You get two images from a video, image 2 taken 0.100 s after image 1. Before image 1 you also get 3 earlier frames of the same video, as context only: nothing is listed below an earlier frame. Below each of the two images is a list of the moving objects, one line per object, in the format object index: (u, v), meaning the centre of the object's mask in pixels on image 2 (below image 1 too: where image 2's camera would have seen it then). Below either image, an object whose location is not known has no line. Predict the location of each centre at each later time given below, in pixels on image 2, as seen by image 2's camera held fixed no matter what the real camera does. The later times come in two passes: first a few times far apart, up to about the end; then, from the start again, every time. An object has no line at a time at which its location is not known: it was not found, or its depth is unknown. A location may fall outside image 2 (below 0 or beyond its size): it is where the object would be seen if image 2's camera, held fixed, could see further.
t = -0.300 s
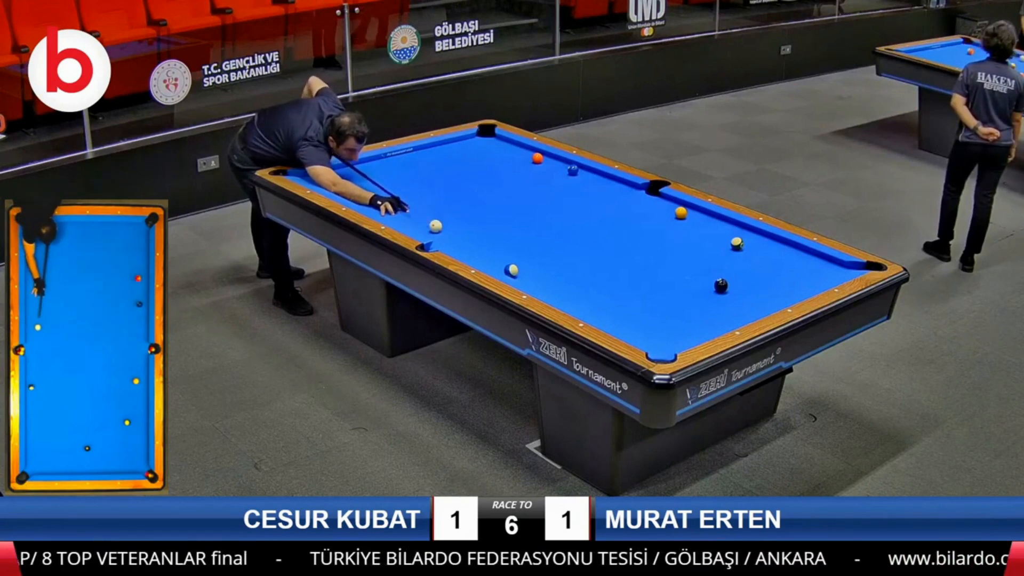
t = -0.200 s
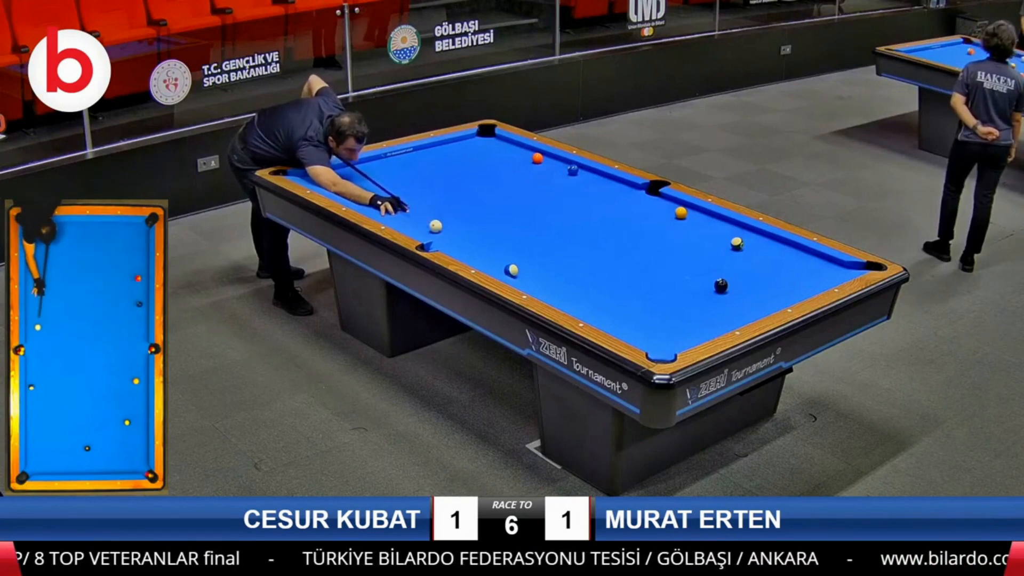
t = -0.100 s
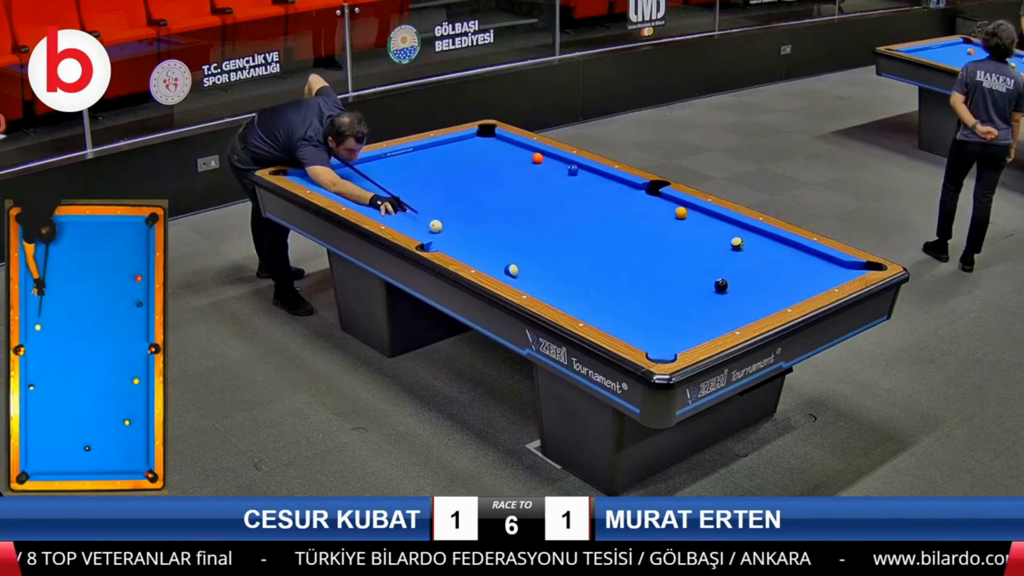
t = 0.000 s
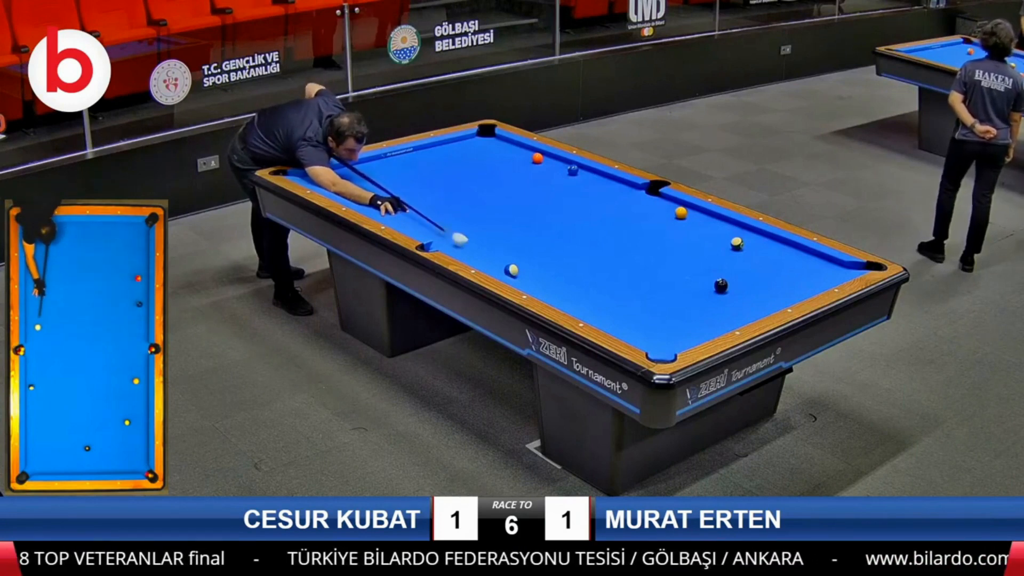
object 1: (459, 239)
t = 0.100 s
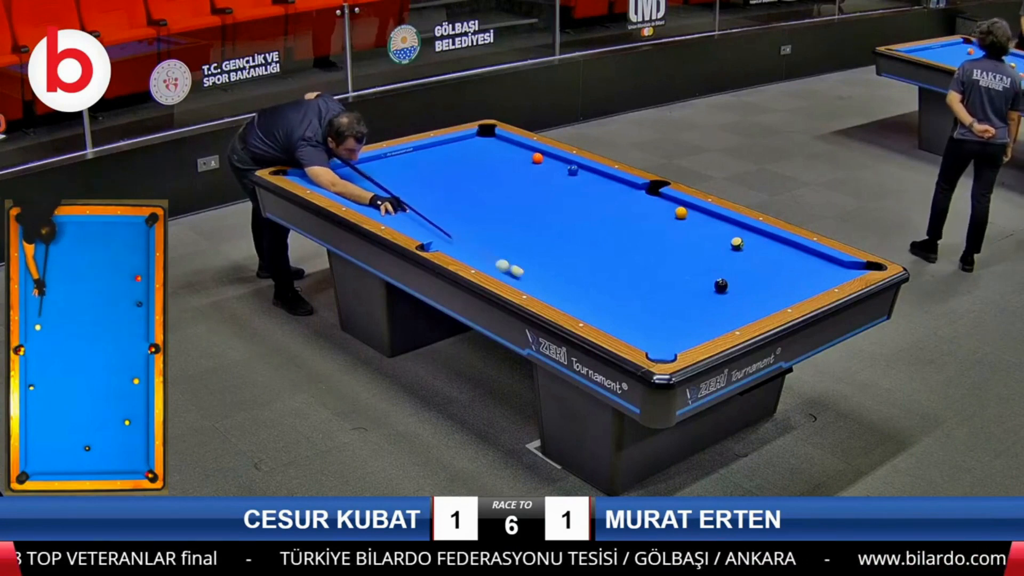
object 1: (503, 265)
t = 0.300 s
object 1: (504, 270)
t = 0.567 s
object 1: (535, 282)
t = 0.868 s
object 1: (571, 297)
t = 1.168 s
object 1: (607, 310)
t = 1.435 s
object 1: (640, 322)
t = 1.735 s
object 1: (676, 335)
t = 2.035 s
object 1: (681, 329)
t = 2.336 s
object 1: (676, 318)
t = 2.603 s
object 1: (672, 309)
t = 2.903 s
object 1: (668, 300)
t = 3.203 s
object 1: (664, 292)
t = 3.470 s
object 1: (661, 286)
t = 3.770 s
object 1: (658, 279)
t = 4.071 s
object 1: (656, 273)
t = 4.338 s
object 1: (653, 268)
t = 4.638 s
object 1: (652, 264)
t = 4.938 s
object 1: (650, 260)
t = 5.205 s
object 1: (649, 257)
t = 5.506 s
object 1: (648, 254)
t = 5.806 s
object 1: (647, 252)
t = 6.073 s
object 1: (647, 251)
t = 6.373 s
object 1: (647, 250)
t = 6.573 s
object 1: (647, 249)
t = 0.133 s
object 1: (502, 266)
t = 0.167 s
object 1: (502, 267)
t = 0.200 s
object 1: (502, 267)
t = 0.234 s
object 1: (503, 268)
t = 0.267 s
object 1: (503, 269)
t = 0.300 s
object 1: (504, 270)
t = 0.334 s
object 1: (507, 271)
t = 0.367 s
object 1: (511, 273)
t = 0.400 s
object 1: (515, 274)
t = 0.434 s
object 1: (519, 276)
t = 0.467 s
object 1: (523, 277)
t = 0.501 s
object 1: (527, 279)
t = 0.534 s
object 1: (531, 281)
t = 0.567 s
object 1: (535, 282)
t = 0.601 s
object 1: (539, 284)
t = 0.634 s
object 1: (543, 286)
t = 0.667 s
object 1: (547, 287)
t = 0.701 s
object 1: (551, 289)
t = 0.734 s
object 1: (555, 291)
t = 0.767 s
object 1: (559, 292)
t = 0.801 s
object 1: (563, 294)
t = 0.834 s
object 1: (567, 295)
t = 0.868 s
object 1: (571, 297)
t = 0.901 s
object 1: (575, 298)
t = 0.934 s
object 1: (579, 300)
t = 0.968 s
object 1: (583, 301)
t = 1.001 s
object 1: (587, 303)
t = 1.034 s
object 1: (591, 304)
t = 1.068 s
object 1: (595, 306)
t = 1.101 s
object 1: (599, 307)
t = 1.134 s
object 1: (603, 308)
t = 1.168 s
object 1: (607, 310)
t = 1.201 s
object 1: (612, 312)
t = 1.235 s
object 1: (616, 313)
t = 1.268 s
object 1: (620, 314)
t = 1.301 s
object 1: (624, 316)
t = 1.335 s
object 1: (628, 318)
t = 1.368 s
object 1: (632, 319)
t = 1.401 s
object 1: (636, 321)
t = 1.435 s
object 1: (640, 322)
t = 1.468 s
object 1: (644, 323)
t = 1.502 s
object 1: (648, 325)
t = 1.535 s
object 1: (652, 326)
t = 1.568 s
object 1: (656, 328)
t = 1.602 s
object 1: (661, 329)
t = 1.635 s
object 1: (664, 331)
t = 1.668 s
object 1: (668, 332)
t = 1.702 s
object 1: (673, 334)
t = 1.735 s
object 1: (676, 335)
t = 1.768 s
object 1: (680, 335)
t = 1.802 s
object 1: (684, 335)
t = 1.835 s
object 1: (685, 335)
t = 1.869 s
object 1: (684, 334)
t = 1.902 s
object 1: (683, 334)
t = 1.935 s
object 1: (683, 332)
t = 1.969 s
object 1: (682, 331)
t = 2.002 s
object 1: (682, 330)
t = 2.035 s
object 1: (681, 329)
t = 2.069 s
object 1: (681, 328)
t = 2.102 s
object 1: (680, 327)
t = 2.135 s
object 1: (680, 325)
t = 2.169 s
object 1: (679, 324)
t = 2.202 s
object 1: (678, 323)
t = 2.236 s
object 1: (678, 322)
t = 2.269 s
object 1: (677, 320)
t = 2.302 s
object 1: (677, 319)
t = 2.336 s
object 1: (676, 318)
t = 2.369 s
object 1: (676, 317)
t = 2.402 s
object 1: (675, 316)
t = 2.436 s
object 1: (674, 315)
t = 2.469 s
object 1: (674, 313)
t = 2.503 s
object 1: (674, 312)
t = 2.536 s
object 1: (673, 311)
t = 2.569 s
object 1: (673, 310)
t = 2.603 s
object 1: (672, 309)
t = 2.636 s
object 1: (672, 308)
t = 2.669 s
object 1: (671, 307)
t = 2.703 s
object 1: (670, 306)
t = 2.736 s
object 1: (670, 305)
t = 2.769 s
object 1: (670, 304)
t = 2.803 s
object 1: (669, 303)
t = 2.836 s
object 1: (669, 302)
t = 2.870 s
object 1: (668, 301)
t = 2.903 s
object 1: (668, 300)
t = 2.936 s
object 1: (668, 299)
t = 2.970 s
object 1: (667, 298)
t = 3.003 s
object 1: (666, 297)
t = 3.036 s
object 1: (666, 296)
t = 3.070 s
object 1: (666, 295)
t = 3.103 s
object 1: (666, 295)
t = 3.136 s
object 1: (665, 294)
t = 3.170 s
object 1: (665, 293)
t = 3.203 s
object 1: (664, 292)
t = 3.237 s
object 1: (664, 291)
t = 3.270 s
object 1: (664, 290)
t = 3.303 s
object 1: (663, 289)
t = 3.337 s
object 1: (663, 289)
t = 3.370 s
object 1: (662, 288)
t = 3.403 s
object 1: (662, 287)
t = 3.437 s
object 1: (661, 286)
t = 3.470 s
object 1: (661, 286)
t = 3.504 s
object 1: (661, 285)
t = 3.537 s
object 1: (661, 284)
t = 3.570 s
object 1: (660, 283)
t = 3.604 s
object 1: (660, 282)
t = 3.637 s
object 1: (660, 282)
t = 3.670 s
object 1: (659, 281)
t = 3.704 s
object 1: (659, 280)
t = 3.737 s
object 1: (658, 279)
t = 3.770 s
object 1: (658, 279)
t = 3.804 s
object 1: (658, 278)
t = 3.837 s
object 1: (658, 278)
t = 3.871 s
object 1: (657, 277)
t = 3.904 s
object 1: (657, 276)
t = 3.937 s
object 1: (657, 275)
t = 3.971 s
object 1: (656, 275)
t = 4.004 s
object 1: (656, 274)
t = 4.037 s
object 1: (656, 274)
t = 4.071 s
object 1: (656, 273)
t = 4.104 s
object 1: (655, 272)
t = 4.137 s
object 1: (655, 272)
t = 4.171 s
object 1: (655, 271)
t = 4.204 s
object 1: (655, 271)
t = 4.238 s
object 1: (654, 270)
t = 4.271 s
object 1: (654, 269)
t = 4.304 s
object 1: (654, 269)
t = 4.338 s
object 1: (653, 268)
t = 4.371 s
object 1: (653, 268)
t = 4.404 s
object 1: (653, 267)
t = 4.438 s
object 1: (653, 267)
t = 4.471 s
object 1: (653, 266)
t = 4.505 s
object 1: (652, 266)
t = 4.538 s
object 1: (652, 266)
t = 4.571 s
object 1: (652, 265)
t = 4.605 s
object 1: (652, 264)
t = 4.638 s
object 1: (652, 264)
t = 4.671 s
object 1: (651, 264)
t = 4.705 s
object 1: (651, 263)
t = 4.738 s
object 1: (651, 263)
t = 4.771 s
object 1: (651, 262)
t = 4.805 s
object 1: (651, 262)
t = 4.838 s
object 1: (650, 261)
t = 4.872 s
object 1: (650, 261)
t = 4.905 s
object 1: (650, 260)
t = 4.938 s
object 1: (650, 260)
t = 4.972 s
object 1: (650, 260)
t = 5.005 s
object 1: (650, 259)
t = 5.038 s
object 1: (649, 259)
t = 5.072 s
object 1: (649, 259)
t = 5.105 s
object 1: (649, 258)
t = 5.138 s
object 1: (649, 258)
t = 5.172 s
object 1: (649, 258)
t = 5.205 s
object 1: (649, 257)
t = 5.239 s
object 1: (649, 257)
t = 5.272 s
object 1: (649, 257)
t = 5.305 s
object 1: (648, 256)
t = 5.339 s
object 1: (648, 256)
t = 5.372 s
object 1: (648, 256)
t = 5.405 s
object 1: (648, 255)
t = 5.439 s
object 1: (648, 255)
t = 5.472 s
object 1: (648, 255)
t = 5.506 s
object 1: (648, 254)
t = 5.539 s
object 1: (648, 254)
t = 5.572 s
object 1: (648, 254)
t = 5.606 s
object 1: (647, 254)
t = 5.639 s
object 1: (647, 253)
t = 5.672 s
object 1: (647, 253)
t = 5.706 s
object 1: (647, 253)
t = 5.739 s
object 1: (647, 253)
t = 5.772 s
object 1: (647, 253)
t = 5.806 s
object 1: (647, 252)
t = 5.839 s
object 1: (647, 252)
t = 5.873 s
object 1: (647, 252)
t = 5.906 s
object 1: (647, 252)
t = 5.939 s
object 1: (647, 251)
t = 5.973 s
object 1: (647, 251)
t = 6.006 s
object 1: (647, 251)
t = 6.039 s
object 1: (647, 251)
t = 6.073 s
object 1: (647, 251)
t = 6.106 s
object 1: (647, 250)
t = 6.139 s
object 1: (647, 250)
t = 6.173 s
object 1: (647, 250)
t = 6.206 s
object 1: (647, 250)
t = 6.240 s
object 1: (647, 250)
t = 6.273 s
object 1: (647, 250)
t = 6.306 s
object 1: (647, 250)
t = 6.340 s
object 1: (647, 250)
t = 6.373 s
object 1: (647, 250)
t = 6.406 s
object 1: (647, 250)
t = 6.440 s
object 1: (647, 249)
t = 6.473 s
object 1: (647, 250)
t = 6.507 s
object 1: (647, 249)
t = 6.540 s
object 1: (647, 249)
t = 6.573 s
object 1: (647, 249)
